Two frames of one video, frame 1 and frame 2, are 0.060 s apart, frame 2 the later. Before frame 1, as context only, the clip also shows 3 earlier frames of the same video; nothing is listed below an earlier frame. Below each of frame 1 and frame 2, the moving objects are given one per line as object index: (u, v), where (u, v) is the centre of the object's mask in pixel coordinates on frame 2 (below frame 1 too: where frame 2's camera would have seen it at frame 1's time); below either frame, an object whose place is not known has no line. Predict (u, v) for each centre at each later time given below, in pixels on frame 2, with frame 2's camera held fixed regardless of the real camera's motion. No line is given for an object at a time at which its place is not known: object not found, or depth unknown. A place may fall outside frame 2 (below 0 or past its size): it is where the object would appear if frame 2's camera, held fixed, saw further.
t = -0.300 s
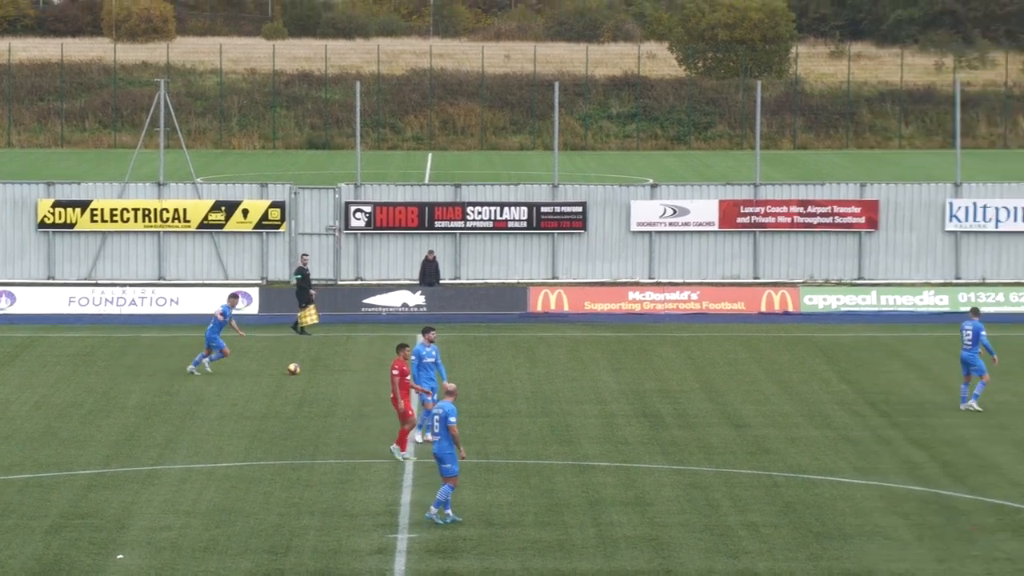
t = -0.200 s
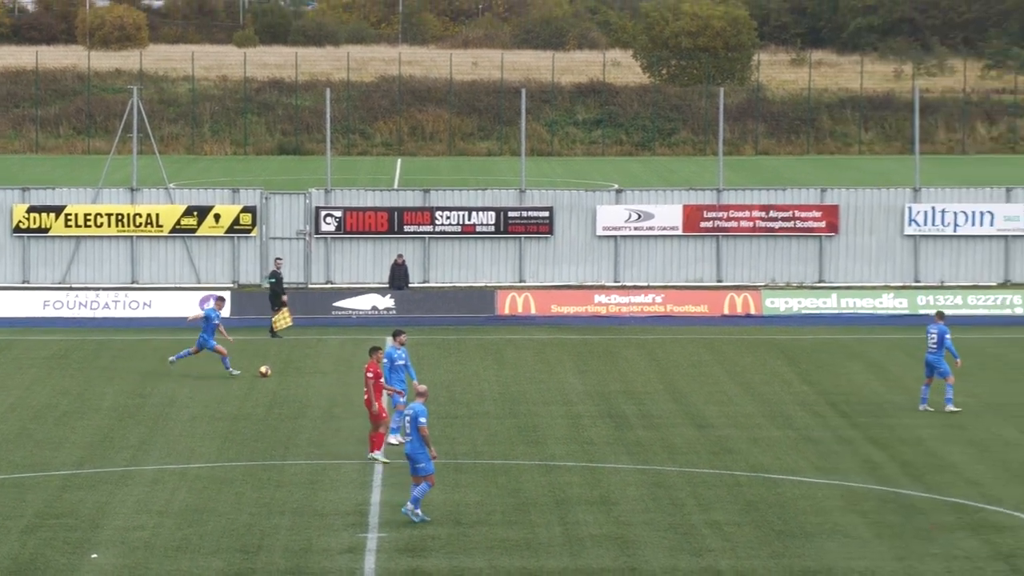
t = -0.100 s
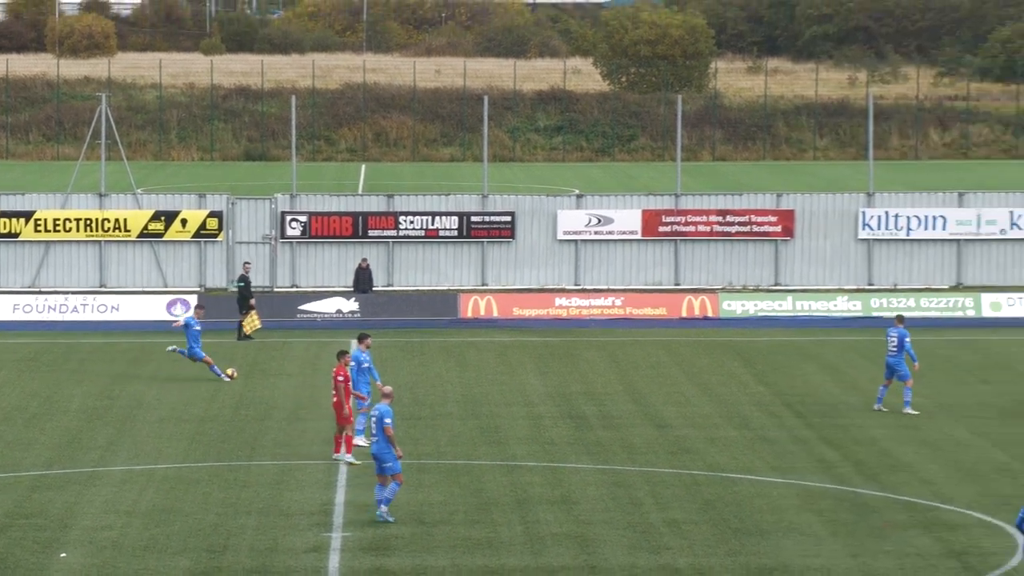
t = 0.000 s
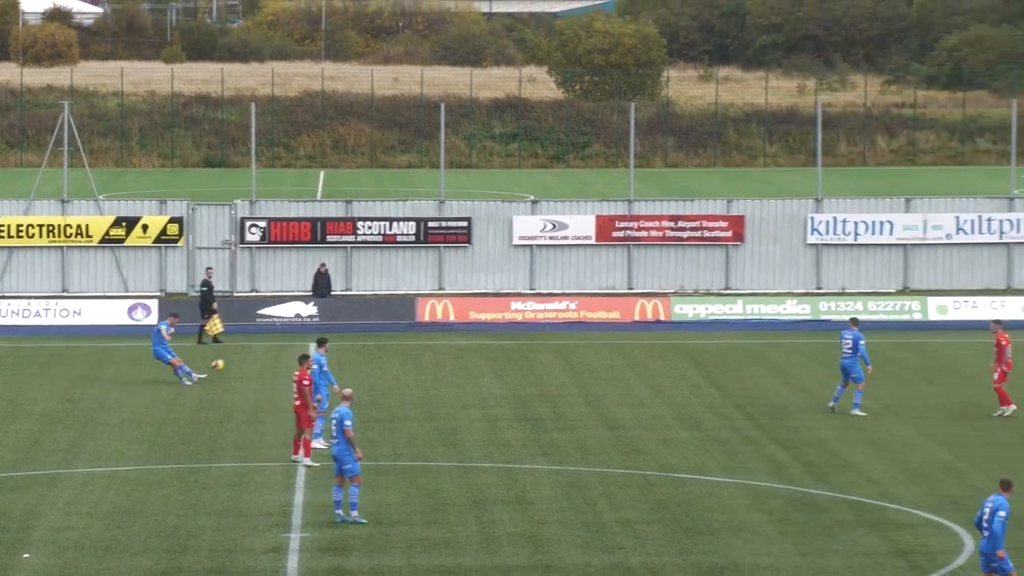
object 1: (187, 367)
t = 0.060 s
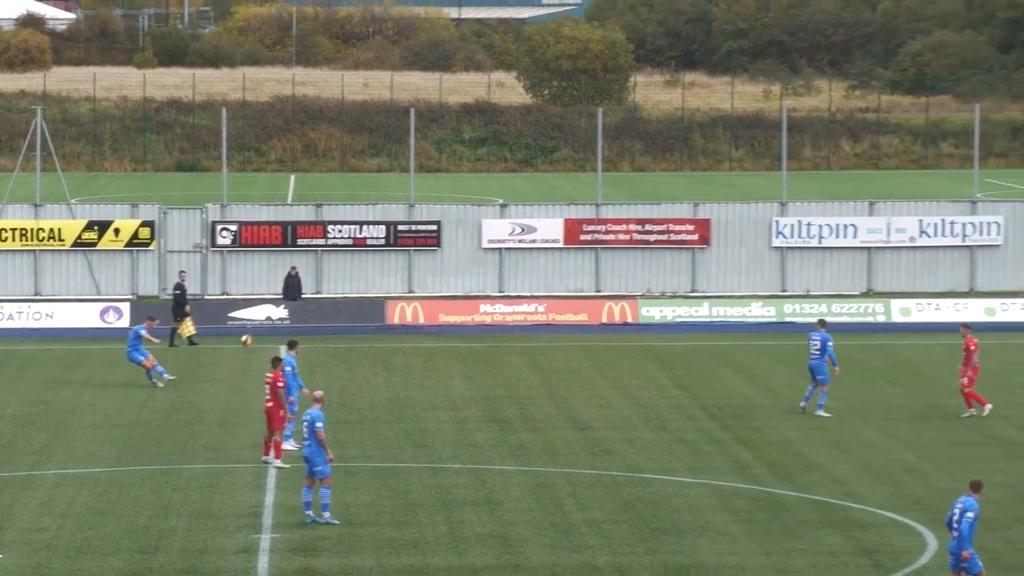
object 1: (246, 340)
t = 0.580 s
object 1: (717, 117)
